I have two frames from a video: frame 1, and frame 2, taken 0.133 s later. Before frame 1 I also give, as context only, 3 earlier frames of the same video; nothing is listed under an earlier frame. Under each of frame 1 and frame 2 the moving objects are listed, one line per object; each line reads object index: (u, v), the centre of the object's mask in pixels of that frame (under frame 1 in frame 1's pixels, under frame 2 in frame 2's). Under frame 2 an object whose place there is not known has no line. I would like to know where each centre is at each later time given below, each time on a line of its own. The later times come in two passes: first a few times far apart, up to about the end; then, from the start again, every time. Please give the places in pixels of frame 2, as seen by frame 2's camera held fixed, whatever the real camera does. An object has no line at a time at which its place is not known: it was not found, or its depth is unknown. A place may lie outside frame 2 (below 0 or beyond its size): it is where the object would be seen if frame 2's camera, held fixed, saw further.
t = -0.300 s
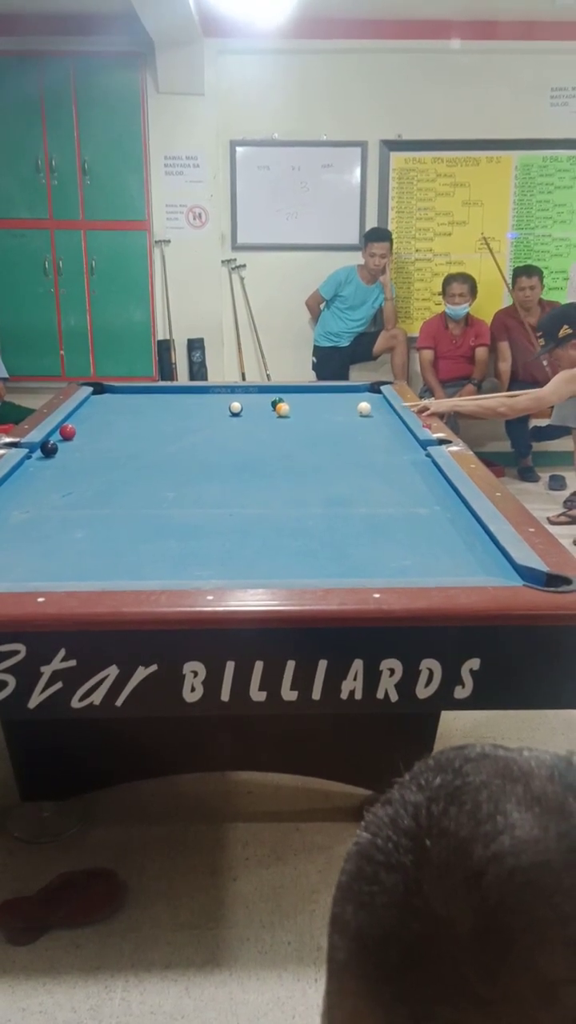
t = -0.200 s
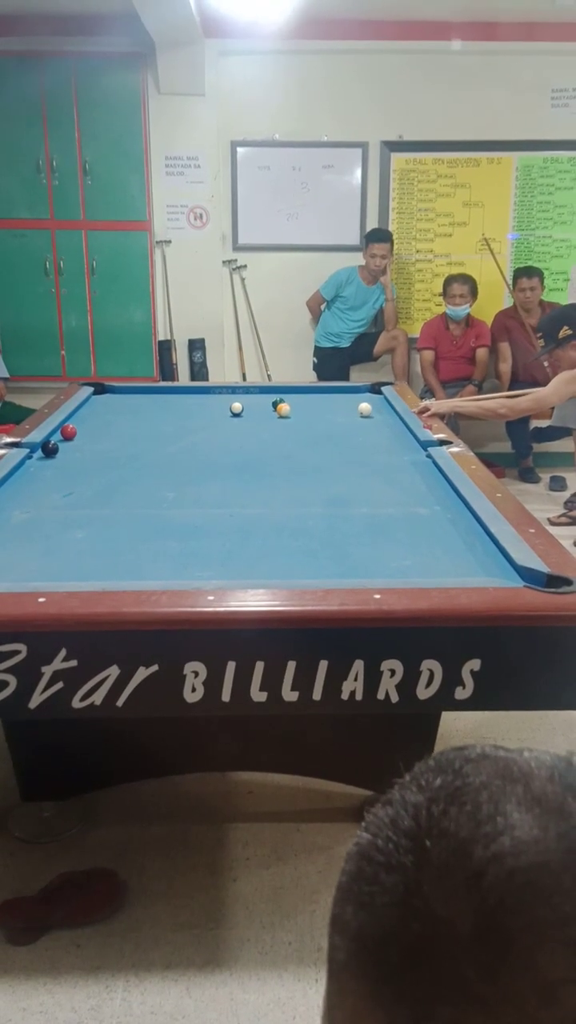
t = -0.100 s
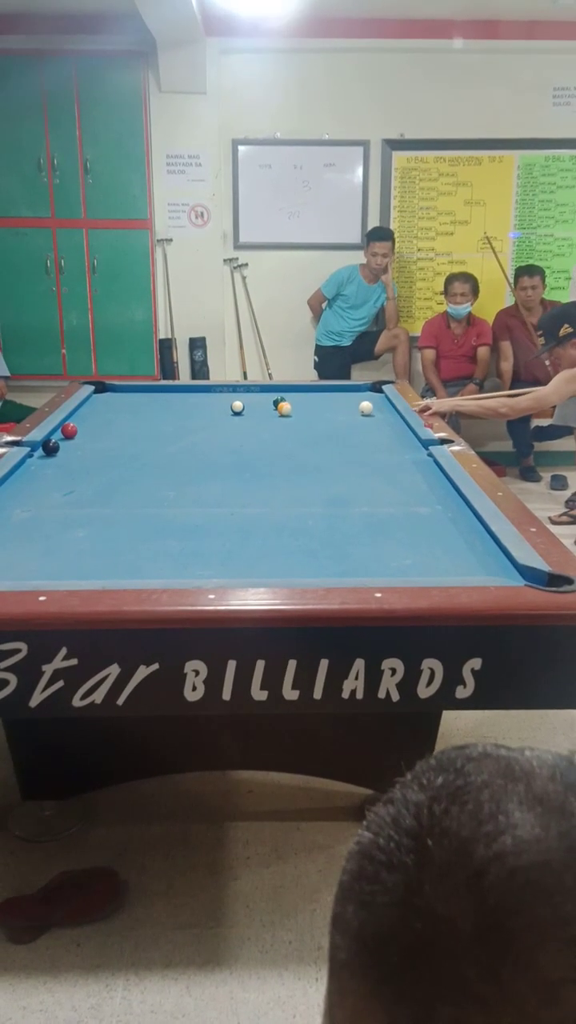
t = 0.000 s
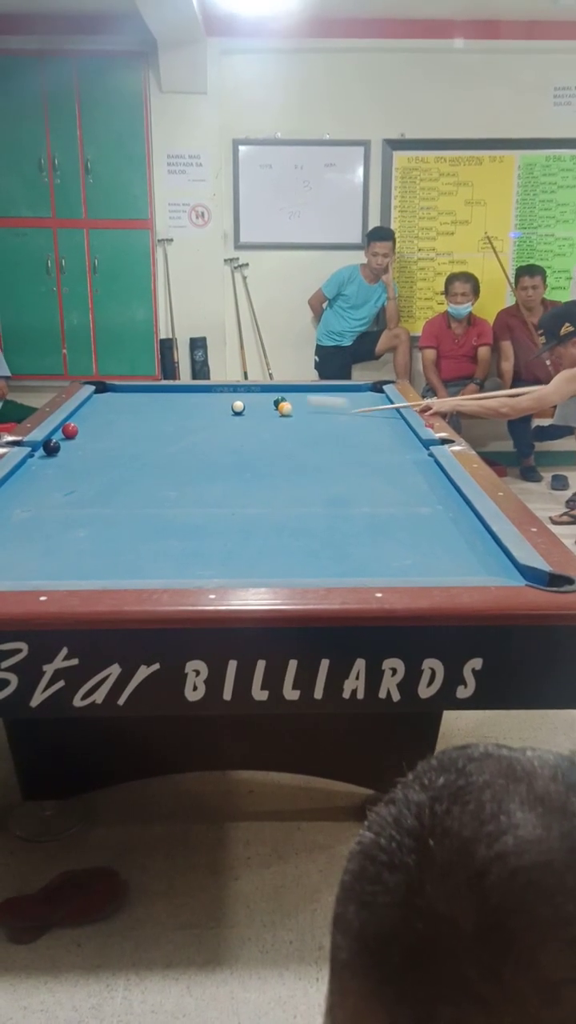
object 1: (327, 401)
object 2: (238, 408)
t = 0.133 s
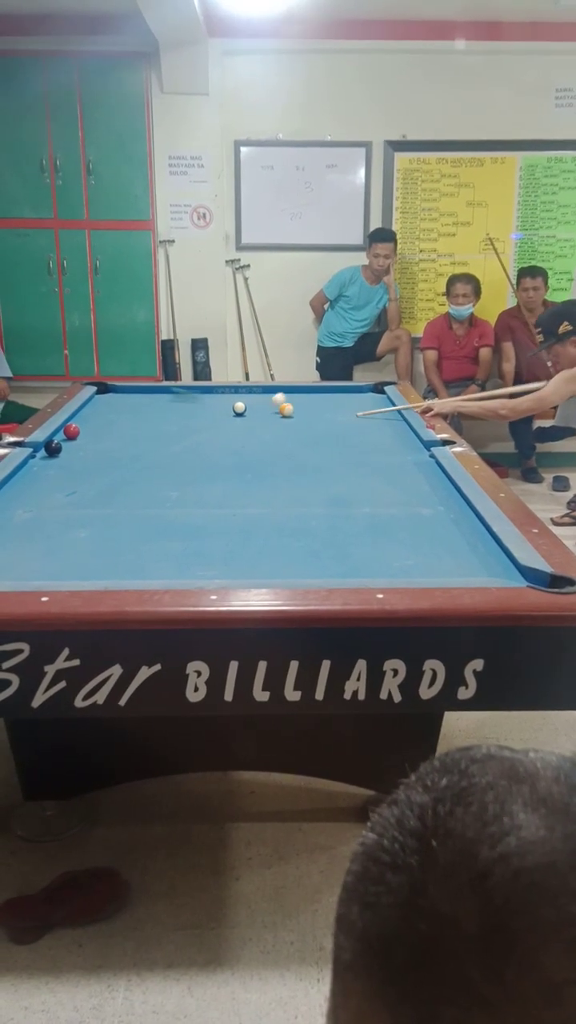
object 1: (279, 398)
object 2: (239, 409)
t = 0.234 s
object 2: (239, 409)
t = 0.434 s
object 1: (247, 407)
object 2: (230, 410)
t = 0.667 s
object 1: (238, 407)
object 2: (213, 412)
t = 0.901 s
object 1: (229, 407)
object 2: (195, 413)
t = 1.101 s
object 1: (223, 407)
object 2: (181, 415)
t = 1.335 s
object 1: (216, 406)
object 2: (165, 416)
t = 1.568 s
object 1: (211, 406)
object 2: (151, 418)
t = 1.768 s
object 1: (208, 407)
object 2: (139, 419)
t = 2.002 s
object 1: (205, 407)
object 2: (127, 419)
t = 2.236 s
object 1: (203, 407)
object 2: (116, 420)
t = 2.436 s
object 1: (203, 407)
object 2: (107, 422)
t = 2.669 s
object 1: (202, 407)
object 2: (99, 422)
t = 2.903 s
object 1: (203, 407)
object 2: (92, 423)
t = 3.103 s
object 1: (203, 407)
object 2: (88, 423)
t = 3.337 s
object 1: (203, 407)
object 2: (84, 423)
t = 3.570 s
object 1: (203, 407)
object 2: (82, 423)
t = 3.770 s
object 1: (203, 407)
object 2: (81, 423)
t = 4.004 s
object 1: (203, 407)
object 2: (81, 423)
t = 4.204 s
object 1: (203, 407)
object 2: (80, 422)
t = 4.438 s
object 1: (203, 407)
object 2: (81, 422)
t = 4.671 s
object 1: (203, 407)
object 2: (81, 423)
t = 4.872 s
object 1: (204, 407)
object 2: (81, 423)
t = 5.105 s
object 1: (204, 407)
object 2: (82, 423)
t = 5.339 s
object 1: (205, 407)
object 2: (83, 422)
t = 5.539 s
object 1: (206, 406)
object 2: (83, 422)
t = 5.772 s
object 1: (205, 406)
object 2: (83, 422)
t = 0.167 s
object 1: (274, 404)
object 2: (239, 409)
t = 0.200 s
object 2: (239, 409)
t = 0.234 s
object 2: (239, 409)
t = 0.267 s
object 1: (261, 406)
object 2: (239, 409)
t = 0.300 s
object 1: (257, 406)
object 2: (239, 409)
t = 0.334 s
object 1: (253, 406)
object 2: (239, 409)
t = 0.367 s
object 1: (251, 407)
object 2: (236, 409)
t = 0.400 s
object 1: (249, 407)
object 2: (233, 409)
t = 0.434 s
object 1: (247, 407)
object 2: (230, 410)
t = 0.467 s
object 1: (246, 407)
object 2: (228, 410)
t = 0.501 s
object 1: (245, 407)
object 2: (225, 411)
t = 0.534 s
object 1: (243, 407)
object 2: (222, 411)
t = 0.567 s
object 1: (242, 407)
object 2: (220, 411)
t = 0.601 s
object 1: (241, 407)
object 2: (218, 411)
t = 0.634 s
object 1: (239, 407)
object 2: (216, 411)
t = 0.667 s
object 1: (238, 407)
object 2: (213, 412)
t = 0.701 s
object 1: (236, 407)
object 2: (210, 412)
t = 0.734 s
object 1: (235, 407)
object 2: (208, 412)
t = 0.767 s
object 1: (234, 407)
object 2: (205, 412)
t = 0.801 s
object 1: (233, 407)
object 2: (202, 412)
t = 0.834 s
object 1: (231, 407)
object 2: (200, 413)
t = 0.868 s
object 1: (230, 407)
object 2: (197, 413)
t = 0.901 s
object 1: (229, 407)
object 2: (195, 413)
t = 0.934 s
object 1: (228, 407)
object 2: (192, 414)
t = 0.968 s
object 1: (227, 407)
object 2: (190, 414)
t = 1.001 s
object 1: (226, 407)
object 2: (188, 414)
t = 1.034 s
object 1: (225, 407)
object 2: (185, 415)
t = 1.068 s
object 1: (224, 407)
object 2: (183, 415)
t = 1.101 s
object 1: (223, 407)
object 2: (181, 415)
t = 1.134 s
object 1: (222, 407)
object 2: (179, 415)
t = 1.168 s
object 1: (221, 407)
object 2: (176, 415)
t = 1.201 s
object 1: (220, 407)
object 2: (174, 416)
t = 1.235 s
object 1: (219, 406)
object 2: (172, 416)
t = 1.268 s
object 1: (218, 406)
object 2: (170, 416)
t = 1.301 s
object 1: (217, 406)
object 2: (168, 416)
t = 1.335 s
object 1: (216, 406)
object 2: (165, 416)
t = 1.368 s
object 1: (216, 407)
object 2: (163, 416)
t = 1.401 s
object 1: (215, 406)
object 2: (161, 416)
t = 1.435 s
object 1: (214, 407)
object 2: (159, 417)
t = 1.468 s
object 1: (213, 406)
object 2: (157, 417)
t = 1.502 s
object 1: (213, 406)
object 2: (155, 417)
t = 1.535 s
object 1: (212, 407)
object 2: (152, 418)
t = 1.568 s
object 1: (211, 406)
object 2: (151, 418)
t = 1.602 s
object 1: (211, 407)
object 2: (148, 418)
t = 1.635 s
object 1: (210, 406)
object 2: (147, 418)
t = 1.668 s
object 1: (209, 407)
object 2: (145, 419)
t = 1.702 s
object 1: (209, 406)
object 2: (143, 419)
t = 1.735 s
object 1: (208, 407)
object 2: (141, 419)
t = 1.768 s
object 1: (208, 407)
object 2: (139, 419)
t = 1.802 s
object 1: (207, 407)
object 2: (137, 419)
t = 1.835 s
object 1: (207, 406)
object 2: (136, 419)
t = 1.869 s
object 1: (206, 407)
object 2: (134, 419)
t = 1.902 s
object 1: (206, 406)
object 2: (132, 420)
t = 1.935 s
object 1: (205, 407)
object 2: (130, 420)
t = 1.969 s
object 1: (205, 407)
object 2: (129, 420)
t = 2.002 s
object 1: (205, 407)
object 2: (127, 419)
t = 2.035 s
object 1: (205, 406)
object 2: (125, 420)
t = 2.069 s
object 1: (204, 407)
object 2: (124, 420)
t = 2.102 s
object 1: (204, 407)
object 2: (122, 420)
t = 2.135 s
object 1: (204, 407)
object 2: (120, 420)
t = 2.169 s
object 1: (203, 407)
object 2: (119, 420)
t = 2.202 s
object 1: (203, 407)
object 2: (117, 420)
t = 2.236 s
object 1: (203, 407)
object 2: (116, 420)
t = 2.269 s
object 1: (203, 406)
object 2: (114, 420)
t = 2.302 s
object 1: (203, 407)
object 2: (113, 421)
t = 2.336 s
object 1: (203, 407)
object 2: (111, 421)
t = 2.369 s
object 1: (203, 407)
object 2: (110, 421)
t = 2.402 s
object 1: (203, 406)
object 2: (108, 421)
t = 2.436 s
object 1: (203, 407)
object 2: (107, 422)
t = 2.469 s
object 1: (203, 407)
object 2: (106, 422)
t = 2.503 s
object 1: (202, 407)
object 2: (105, 422)
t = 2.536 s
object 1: (202, 407)
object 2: (103, 422)
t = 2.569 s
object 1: (203, 407)
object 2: (102, 422)
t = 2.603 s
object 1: (203, 407)
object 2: (101, 422)
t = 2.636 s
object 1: (203, 407)
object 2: (100, 422)
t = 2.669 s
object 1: (202, 407)
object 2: (99, 422)
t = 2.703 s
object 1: (203, 407)
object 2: (98, 423)
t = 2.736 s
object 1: (203, 407)
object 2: (97, 423)
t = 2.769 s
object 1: (203, 407)
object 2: (96, 423)
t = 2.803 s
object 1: (203, 407)
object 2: (95, 423)
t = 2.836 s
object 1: (203, 407)
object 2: (94, 423)
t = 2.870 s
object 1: (203, 407)
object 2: (93, 423)
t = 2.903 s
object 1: (203, 407)
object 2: (92, 423)
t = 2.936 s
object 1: (203, 407)
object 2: (91, 423)
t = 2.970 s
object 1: (203, 407)
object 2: (91, 423)
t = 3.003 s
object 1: (202, 407)
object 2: (90, 423)
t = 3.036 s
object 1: (203, 407)
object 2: (89, 424)
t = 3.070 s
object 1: (203, 407)
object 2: (88, 424)
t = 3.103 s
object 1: (203, 407)
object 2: (88, 423)
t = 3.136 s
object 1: (203, 407)
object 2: (87, 424)
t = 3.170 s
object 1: (203, 407)
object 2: (87, 424)
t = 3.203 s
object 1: (203, 407)
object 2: (86, 424)
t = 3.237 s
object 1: (202, 407)
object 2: (85, 423)
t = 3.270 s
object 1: (203, 407)
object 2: (85, 423)
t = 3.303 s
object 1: (203, 407)
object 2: (84, 423)
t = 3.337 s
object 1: (203, 407)
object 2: (84, 423)
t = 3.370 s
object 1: (203, 407)
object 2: (83, 423)
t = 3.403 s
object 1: (202, 407)
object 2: (83, 423)
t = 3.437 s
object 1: (202, 407)
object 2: (83, 423)
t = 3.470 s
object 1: (203, 407)
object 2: (83, 423)
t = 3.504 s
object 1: (203, 407)
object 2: (82, 423)
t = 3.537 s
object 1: (203, 407)
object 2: (82, 423)
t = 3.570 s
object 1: (203, 407)
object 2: (82, 423)
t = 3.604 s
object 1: (203, 407)
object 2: (82, 423)
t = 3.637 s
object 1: (203, 407)
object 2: (82, 423)
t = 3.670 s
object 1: (203, 407)
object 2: (81, 423)
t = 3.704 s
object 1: (203, 407)
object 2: (81, 423)
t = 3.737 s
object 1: (203, 407)
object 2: (81, 423)
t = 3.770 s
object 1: (203, 407)
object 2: (81, 423)
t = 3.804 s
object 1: (203, 407)
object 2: (81, 423)
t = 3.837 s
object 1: (203, 407)
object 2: (81, 423)
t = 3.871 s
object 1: (203, 407)
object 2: (81, 423)
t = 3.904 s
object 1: (203, 407)
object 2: (81, 423)
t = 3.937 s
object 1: (203, 407)
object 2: (81, 423)
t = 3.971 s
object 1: (203, 407)
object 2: (81, 423)
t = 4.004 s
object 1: (203, 407)
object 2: (81, 423)
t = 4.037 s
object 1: (203, 407)
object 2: (81, 423)
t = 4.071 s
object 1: (203, 407)
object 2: (81, 422)
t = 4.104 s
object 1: (203, 407)
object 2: (81, 422)
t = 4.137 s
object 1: (203, 407)
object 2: (81, 423)
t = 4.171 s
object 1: (203, 407)
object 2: (81, 422)
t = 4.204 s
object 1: (203, 407)
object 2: (80, 422)
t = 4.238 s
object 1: (203, 407)
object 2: (80, 422)
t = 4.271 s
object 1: (203, 407)
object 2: (80, 422)
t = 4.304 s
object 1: (203, 407)
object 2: (80, 423)
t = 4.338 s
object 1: (203, 407)
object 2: (81, 423)
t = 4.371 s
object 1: (203, 407)
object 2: (81, 422)
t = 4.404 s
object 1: (203, 407)
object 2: (81, 423)
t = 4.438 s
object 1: (203, 407)
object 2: (81, 422)
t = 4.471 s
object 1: (203, 407)
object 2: (81, 423)
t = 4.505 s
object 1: (203, 407)
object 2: (81, 422)
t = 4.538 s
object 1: (203, 407)
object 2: (81, 422)
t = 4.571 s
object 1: (203, 407)
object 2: (81, 422)
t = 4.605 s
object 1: (203, 407)
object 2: (80, 422)
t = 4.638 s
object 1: (203, 407)
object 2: (80, 423)
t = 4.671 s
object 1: (203, 407)
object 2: (81, 423)
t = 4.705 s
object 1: (203, 407)
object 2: (81, 423)
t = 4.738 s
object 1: (203, 407)
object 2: (81, 423)
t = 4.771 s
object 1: (203, 407)
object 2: (81, 423)
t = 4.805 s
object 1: (204, 407)
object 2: (81, 423)
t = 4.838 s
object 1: (203, 407)
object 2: (81, 423)
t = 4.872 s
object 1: (204, 407)
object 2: (81, 423)
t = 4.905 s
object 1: (203, 407)
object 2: (81, 422)
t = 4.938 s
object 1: (203, 407)
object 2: (81, 423)
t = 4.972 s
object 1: (203, 407)
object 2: (81, 423)
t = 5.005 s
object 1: (203, 407)
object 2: (81, 423)
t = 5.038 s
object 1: (204, 407)
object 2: (81, 422)
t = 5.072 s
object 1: (204, 407)
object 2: (81, 422)
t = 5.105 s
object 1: (204, 407)
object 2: (82, 423)
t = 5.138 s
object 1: (204, 407)
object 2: (81, 422)
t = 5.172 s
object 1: (204, 407)
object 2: (82, 422)
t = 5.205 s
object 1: (204, 407)
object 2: (82, 422)
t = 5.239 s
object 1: (205, 407)
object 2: (82, 423)
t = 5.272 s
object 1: (205, 407)
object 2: (82, 422)
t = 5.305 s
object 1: (205, 407)
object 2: (82, 423)
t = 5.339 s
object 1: (205, 407)
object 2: (83, 422)
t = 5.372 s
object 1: (205, 407)
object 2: (83, 422)
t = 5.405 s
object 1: (206, 407)
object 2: (83, 422)
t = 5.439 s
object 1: (206, 406)
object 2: (83, 422)
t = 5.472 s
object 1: (206, 406)
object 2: (83, 422)
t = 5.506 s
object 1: (206, 406)
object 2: (83, 422)
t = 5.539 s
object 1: (206, 406)
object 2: (83, 422)
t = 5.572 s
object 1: (206, 406)
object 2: (83, 422)
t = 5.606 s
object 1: (206, 406)
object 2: (83, 422)
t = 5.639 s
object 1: (205, 406)
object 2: (83, 422)
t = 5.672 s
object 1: (205, 406)
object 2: (83, 422)
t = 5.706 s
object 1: (205, 406)
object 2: (83, 422)
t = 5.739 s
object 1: (206, 406)
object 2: (83, 422)
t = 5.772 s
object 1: (205, 406)
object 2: (83, 422)
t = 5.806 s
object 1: (206, 406)
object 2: (83, 422)
